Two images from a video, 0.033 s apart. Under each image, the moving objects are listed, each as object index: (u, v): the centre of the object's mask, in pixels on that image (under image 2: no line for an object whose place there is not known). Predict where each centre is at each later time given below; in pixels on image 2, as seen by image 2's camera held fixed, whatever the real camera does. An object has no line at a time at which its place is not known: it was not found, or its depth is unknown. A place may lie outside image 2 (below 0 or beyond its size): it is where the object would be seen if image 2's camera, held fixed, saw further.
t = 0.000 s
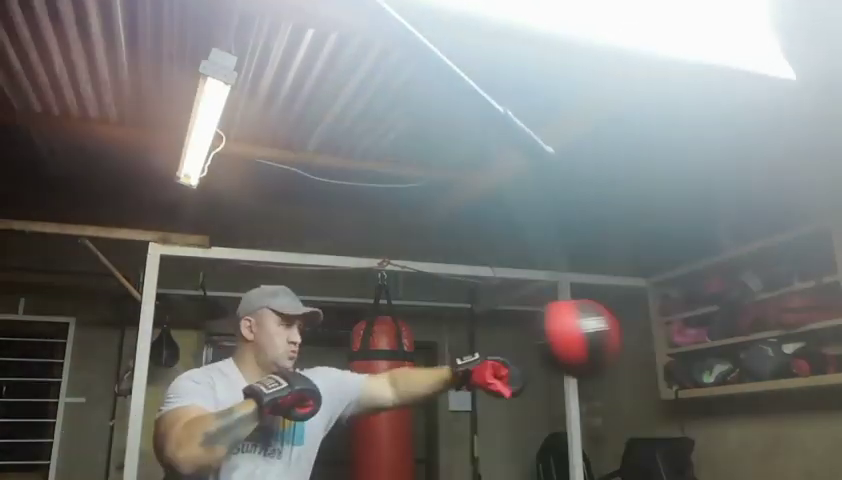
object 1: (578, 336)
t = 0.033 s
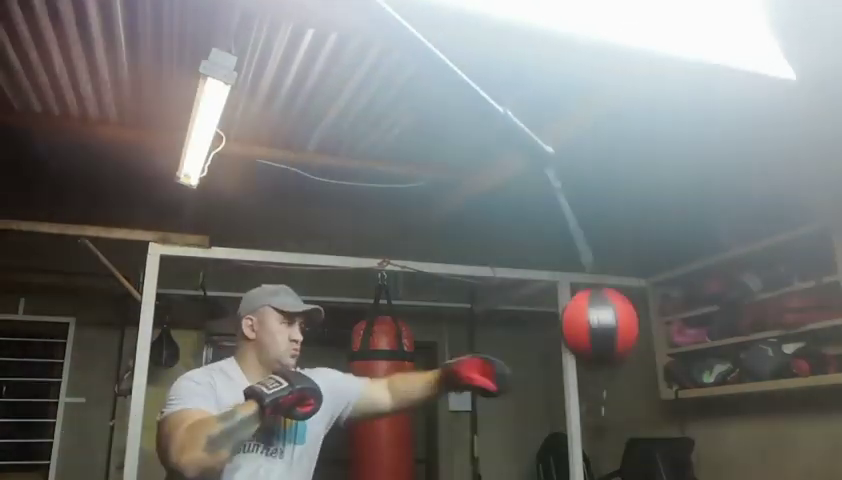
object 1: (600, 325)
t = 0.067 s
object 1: (594, 325)
